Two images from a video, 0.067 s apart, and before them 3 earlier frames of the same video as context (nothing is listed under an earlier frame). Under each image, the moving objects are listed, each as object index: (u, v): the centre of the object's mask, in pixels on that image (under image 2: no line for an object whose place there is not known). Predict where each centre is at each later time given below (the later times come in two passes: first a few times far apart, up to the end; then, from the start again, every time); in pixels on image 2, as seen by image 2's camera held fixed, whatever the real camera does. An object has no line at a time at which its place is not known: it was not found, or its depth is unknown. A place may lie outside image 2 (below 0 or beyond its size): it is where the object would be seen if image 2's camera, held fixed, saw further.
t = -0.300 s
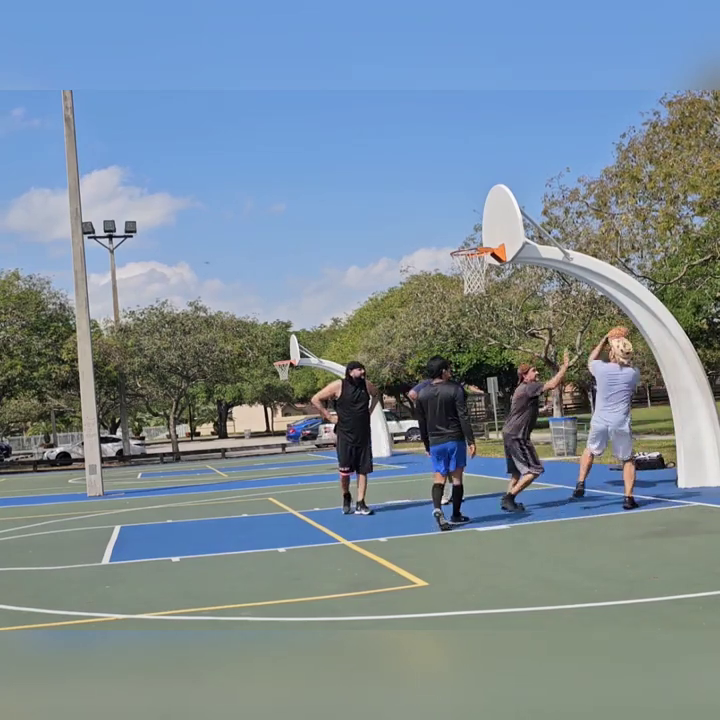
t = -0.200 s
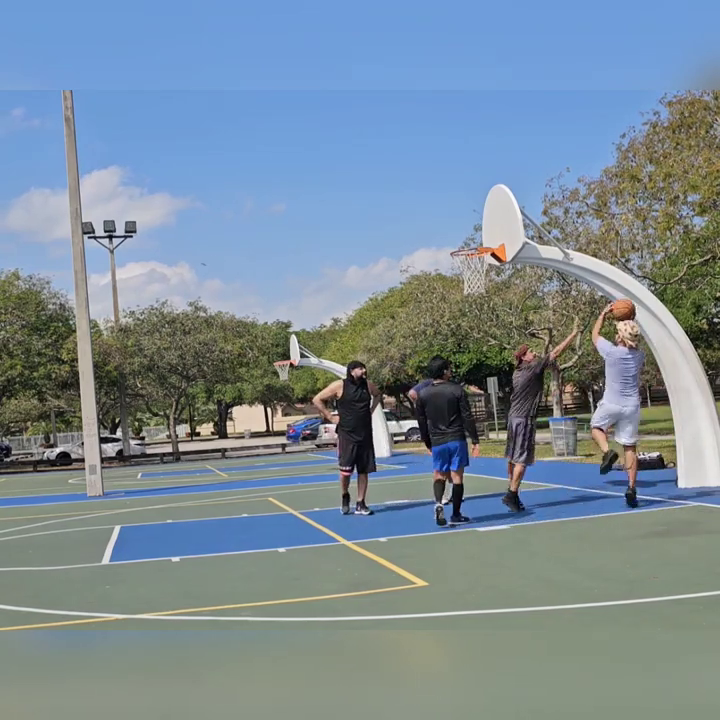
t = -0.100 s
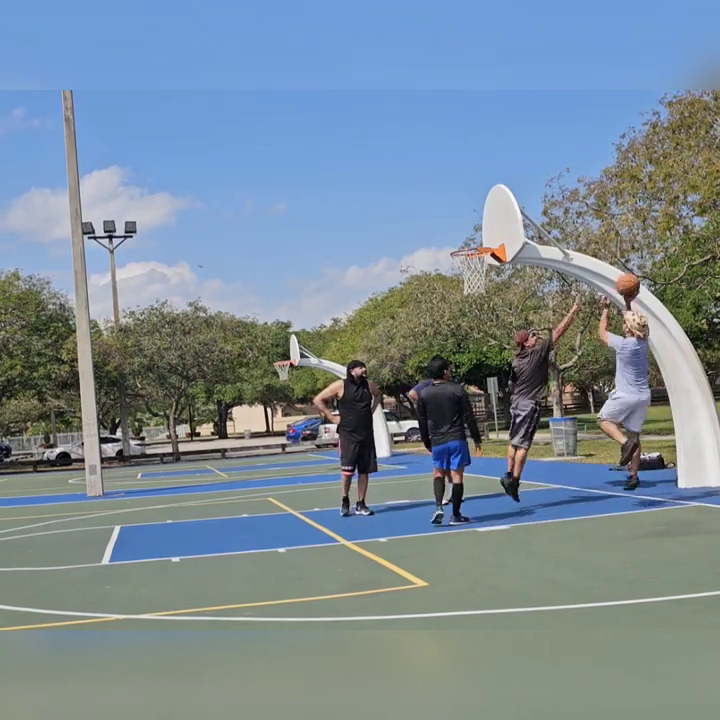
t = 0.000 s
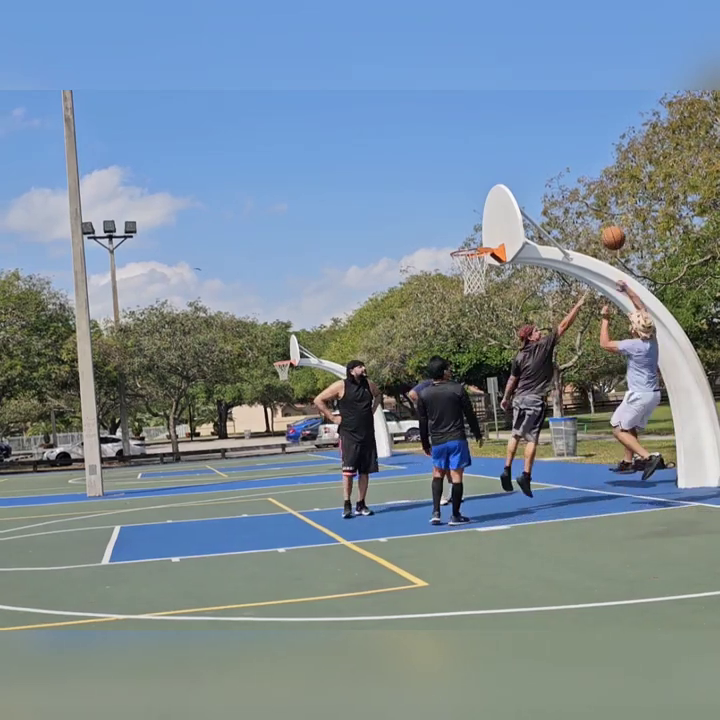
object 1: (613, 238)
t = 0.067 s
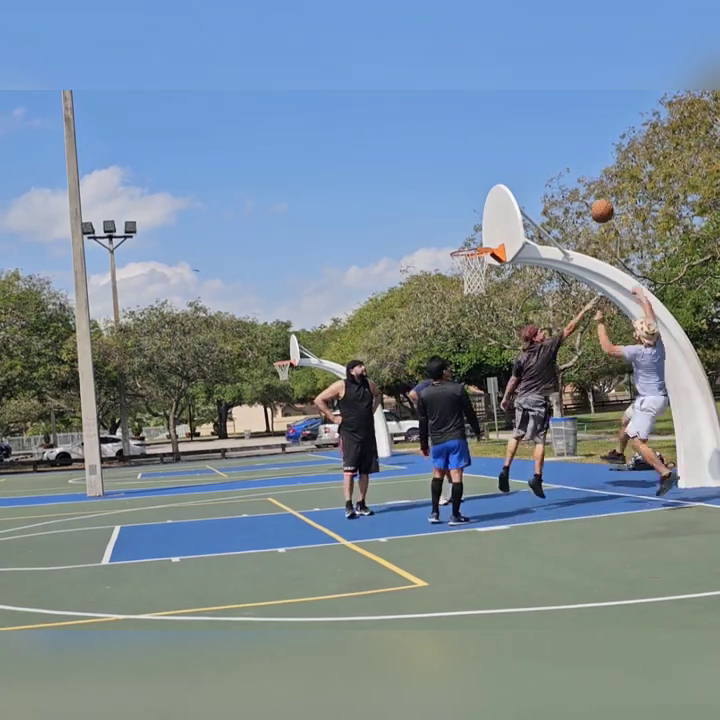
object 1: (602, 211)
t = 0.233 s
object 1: (575, 163)
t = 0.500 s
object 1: (538, 142)
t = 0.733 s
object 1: (512, 175)
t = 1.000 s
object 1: (488, 199)
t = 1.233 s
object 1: (471, 262)
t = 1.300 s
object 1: (467, 290)
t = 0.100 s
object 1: (596, 199)
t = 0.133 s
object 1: (590, 188)
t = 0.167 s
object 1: (585, 179)
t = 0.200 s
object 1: (580, 171)
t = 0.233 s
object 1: (575, 163)
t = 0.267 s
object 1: (570, 157)
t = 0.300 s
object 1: (565, 152)
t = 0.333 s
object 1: (560, 148)
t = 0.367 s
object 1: (556, 145)
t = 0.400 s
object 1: (551, 142)
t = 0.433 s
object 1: (547, 142)
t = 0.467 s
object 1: (542, 141)
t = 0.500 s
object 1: (538, 142)
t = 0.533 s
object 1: (534, 144)
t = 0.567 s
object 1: (530, 147)
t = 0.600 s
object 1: (526, 151)
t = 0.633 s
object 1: (522, 155)
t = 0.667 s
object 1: (519, 161)
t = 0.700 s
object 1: (515, 167)
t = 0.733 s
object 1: (512, 175)
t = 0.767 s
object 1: (508, 183)
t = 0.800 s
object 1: (506, 186)
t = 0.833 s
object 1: (502, 186)
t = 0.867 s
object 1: (500, 186)
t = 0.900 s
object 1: (497, 188)
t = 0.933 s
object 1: (494, 190)
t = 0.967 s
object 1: (491, 194)
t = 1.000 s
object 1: (488, 199)
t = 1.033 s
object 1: (486, 204)
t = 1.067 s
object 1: (483, 211)
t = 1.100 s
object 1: (481, 219)
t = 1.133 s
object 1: (478, 228)
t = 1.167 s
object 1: (476, 238)
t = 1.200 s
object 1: (474, 250)
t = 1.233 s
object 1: (471, 262)
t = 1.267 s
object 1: (469, 275)
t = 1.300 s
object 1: (467, 290)
